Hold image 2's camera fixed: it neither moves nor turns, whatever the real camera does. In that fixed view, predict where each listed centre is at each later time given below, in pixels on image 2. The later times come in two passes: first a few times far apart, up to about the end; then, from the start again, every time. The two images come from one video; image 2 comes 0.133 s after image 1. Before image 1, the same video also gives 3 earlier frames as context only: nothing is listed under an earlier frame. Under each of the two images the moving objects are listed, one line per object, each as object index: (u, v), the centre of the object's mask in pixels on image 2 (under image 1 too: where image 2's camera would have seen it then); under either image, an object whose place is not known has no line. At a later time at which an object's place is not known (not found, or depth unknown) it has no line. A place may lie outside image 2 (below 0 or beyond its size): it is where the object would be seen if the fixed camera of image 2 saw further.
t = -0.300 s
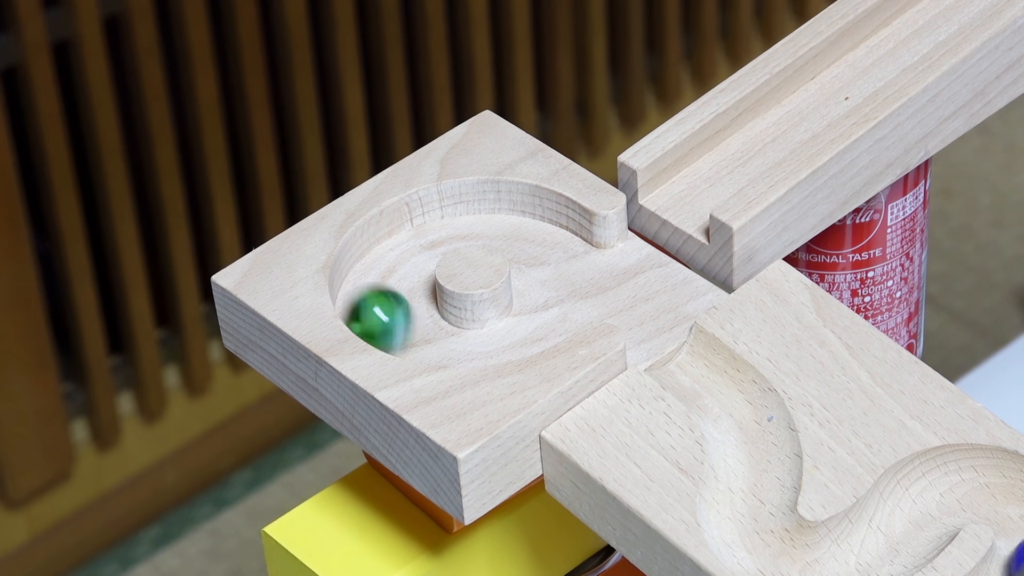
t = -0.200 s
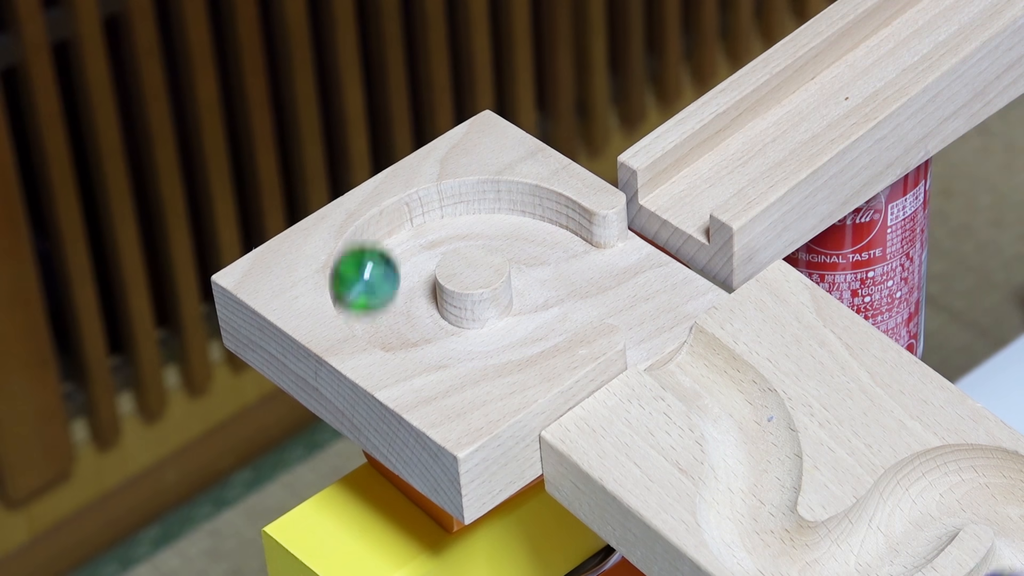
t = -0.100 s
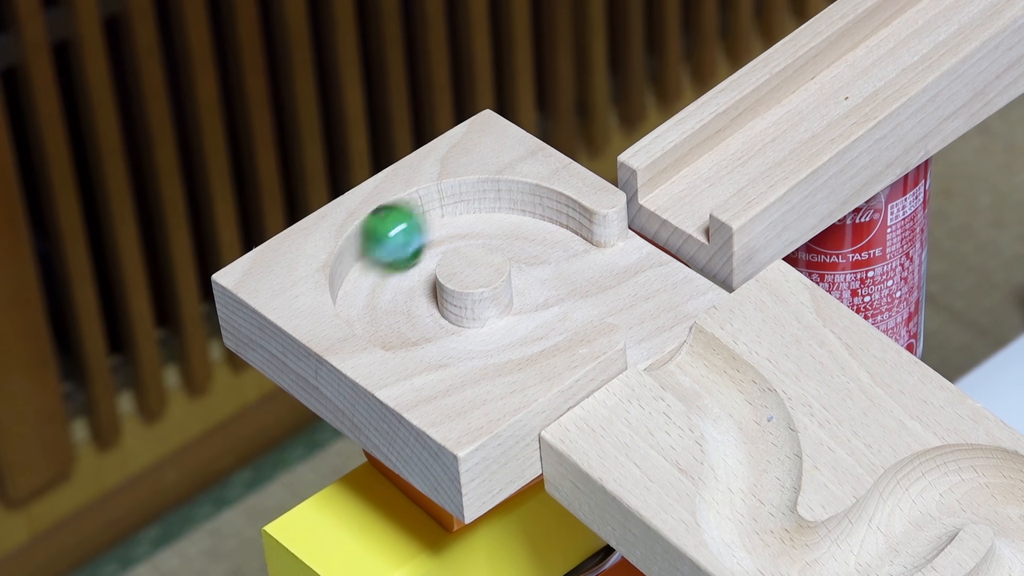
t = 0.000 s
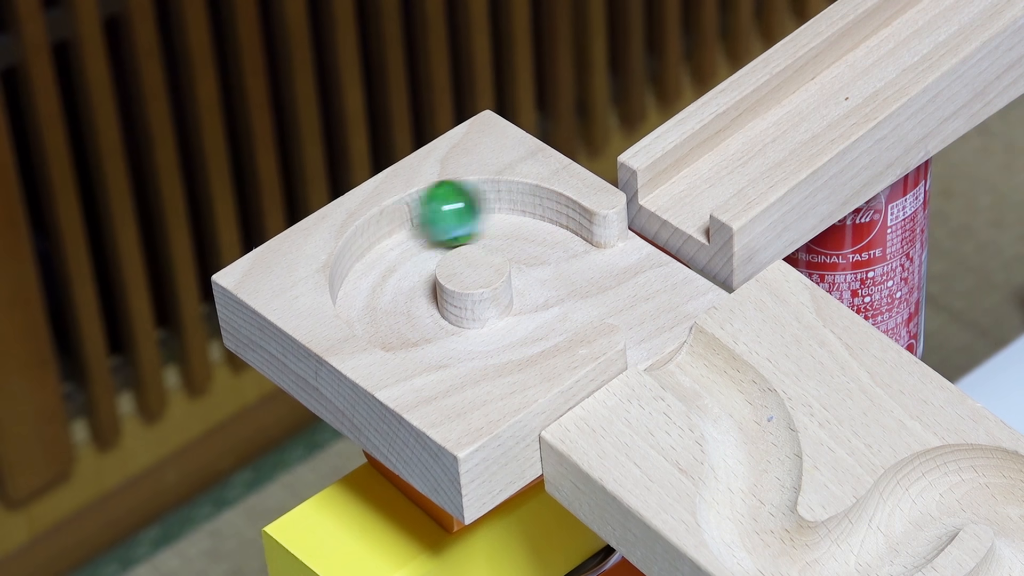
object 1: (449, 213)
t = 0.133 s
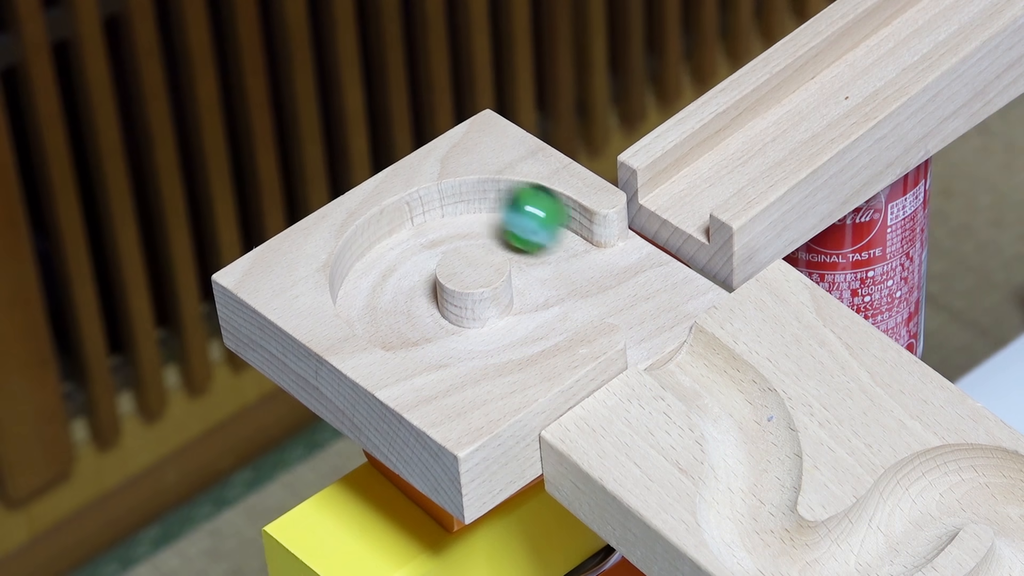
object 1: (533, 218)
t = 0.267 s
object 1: (594, 254)
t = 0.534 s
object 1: (656, 326)
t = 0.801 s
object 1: (736, 394)
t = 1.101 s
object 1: (763, 548)
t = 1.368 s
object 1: (911, 522)
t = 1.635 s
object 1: (1001, 499)
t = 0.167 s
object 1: (549, 226)
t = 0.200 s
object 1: (564, 235)
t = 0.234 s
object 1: (579, 245)
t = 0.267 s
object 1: (594, 254)
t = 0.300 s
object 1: (609, 263)
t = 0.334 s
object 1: (625, 274)
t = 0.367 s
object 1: (640, 284)
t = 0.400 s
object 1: (656, 294)
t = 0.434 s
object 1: (665, 299)
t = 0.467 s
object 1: (658, 304)
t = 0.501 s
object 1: (654, 314)
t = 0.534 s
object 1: (656, 326)
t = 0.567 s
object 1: (660, 331)
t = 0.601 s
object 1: (667, 336)
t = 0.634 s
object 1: (675, 345)
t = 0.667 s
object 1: (685, 353)
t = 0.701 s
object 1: (696, 362)
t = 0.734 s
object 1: (709, 372)
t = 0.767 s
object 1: (722, 382)
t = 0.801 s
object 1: (736, 394)
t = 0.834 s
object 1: (748, 407)
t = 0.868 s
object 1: (756, 423)
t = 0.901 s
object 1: (759, 442)
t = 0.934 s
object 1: (759, 463)
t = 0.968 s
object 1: (756, 485)
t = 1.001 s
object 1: (750, 509)
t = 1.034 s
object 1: (745, 530)
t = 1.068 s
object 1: (751, 540)
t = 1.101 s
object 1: (763, 548)
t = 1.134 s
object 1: (783, 552)
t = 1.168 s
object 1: (803, 556)
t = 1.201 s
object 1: (825, 557)
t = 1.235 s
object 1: (847, 554)
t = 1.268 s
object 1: (867, 550)
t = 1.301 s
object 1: (885, 545)
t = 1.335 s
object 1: (899, 535)
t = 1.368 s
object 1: (911, 522)
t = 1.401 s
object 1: (921, 507)
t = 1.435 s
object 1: (929, 493)
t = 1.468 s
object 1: (939, 481)
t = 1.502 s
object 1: (950, 476)
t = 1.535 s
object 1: (962, 478)
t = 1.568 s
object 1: (977, 484)
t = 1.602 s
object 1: (992, 491)
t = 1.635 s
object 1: (1001, 499)
